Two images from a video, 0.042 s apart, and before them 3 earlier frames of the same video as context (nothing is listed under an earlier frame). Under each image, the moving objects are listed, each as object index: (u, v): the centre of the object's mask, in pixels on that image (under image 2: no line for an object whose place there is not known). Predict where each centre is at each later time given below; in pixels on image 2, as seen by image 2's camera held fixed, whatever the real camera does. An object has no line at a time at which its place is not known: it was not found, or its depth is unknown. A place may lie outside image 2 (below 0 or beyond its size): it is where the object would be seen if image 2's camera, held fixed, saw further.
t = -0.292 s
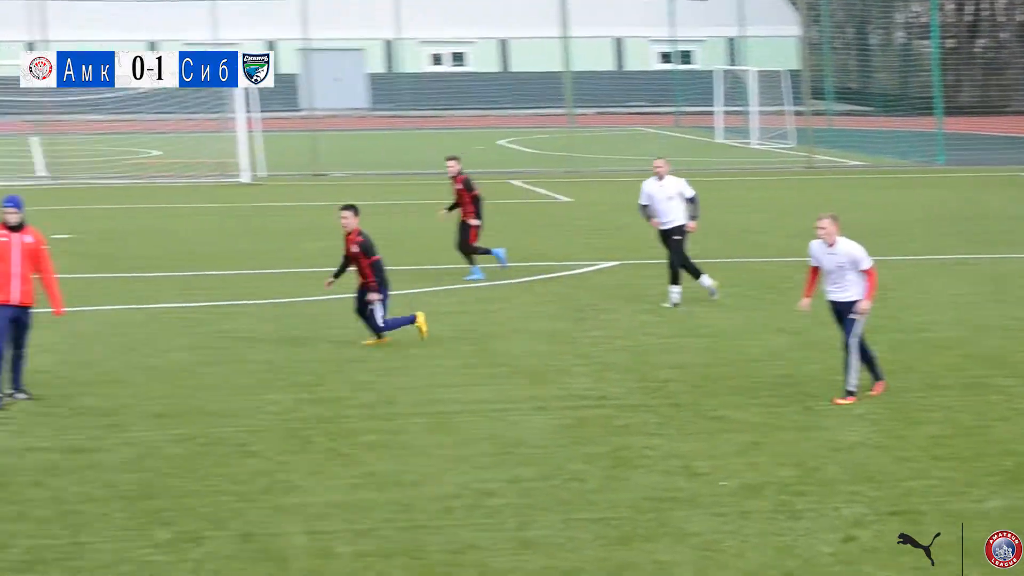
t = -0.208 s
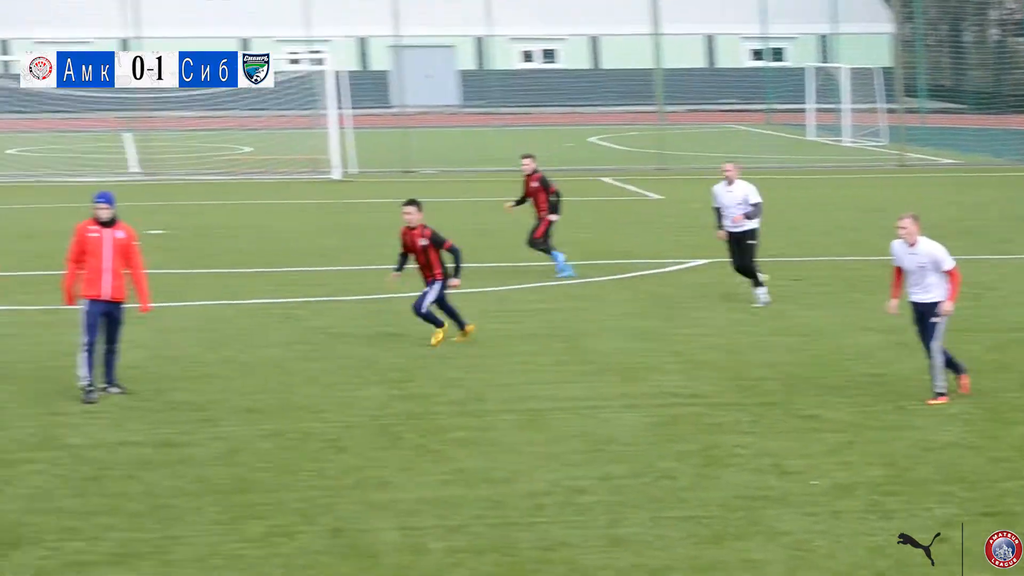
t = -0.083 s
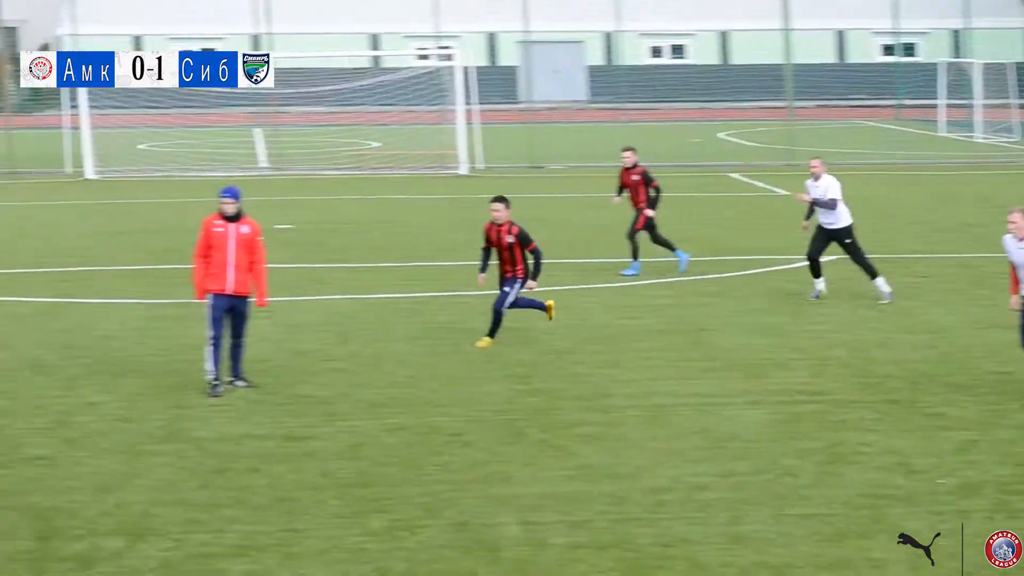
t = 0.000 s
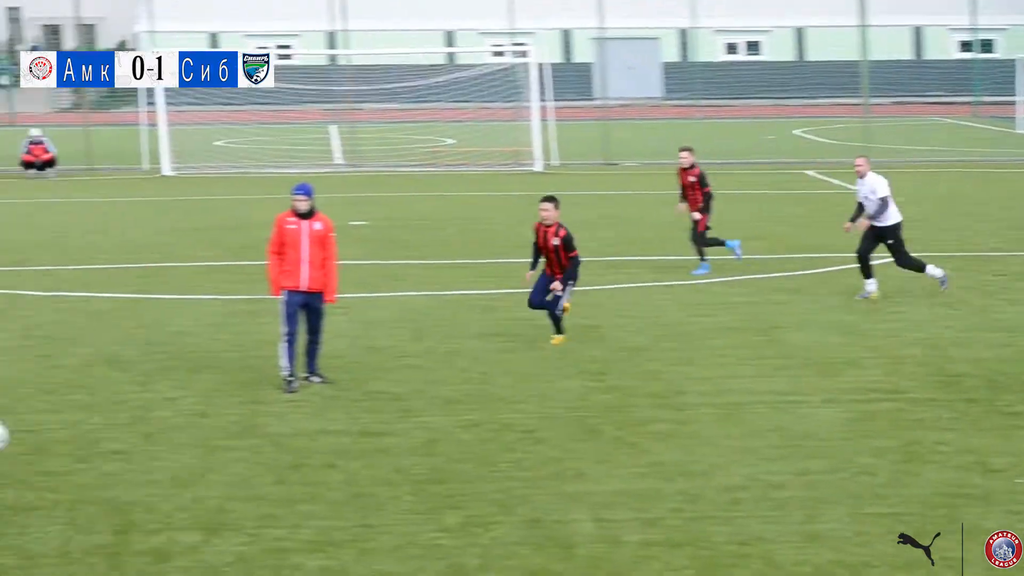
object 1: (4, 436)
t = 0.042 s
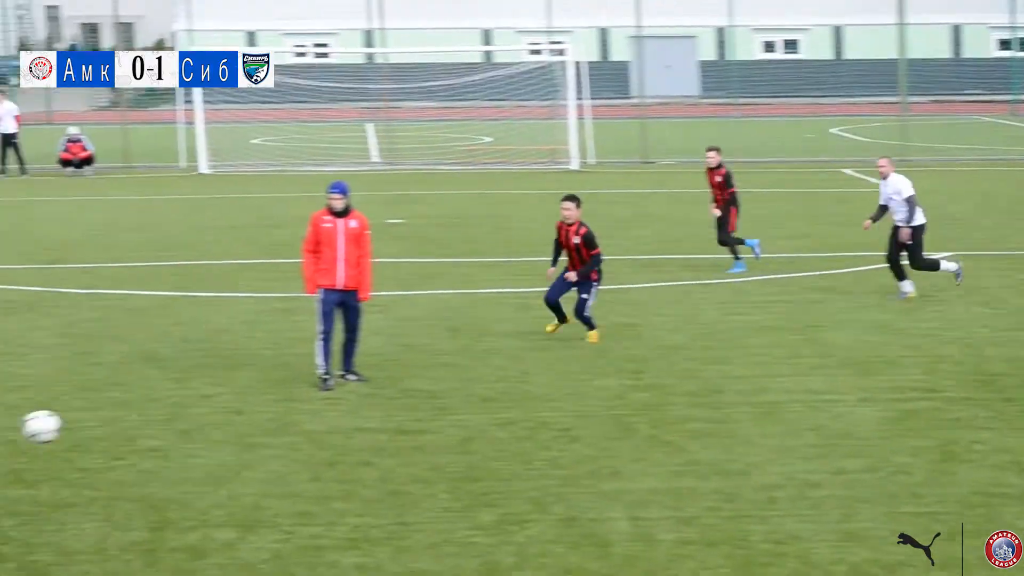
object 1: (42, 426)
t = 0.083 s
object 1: (55, 424)
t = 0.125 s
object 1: (68, 425)
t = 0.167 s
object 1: (82, 428)
